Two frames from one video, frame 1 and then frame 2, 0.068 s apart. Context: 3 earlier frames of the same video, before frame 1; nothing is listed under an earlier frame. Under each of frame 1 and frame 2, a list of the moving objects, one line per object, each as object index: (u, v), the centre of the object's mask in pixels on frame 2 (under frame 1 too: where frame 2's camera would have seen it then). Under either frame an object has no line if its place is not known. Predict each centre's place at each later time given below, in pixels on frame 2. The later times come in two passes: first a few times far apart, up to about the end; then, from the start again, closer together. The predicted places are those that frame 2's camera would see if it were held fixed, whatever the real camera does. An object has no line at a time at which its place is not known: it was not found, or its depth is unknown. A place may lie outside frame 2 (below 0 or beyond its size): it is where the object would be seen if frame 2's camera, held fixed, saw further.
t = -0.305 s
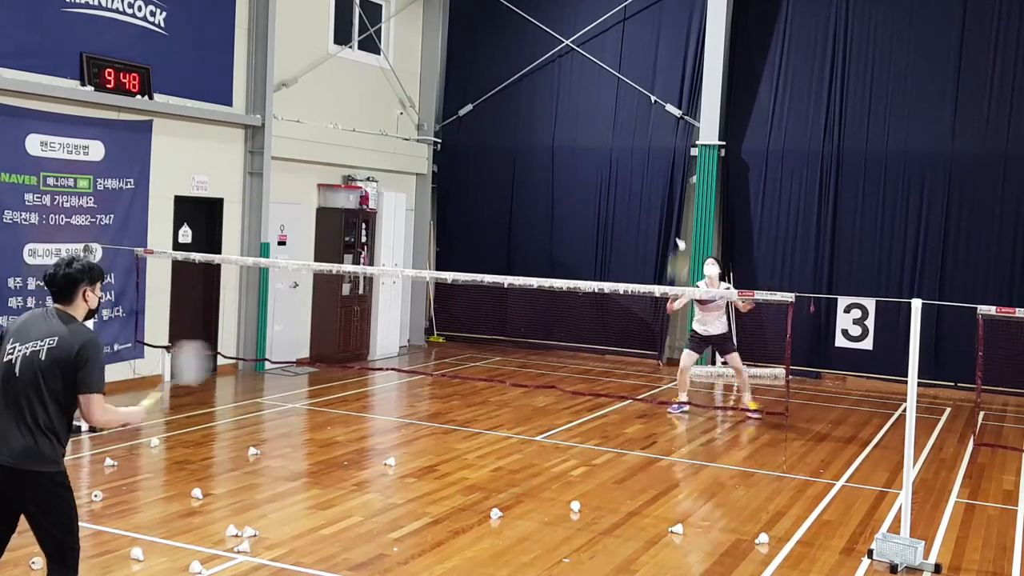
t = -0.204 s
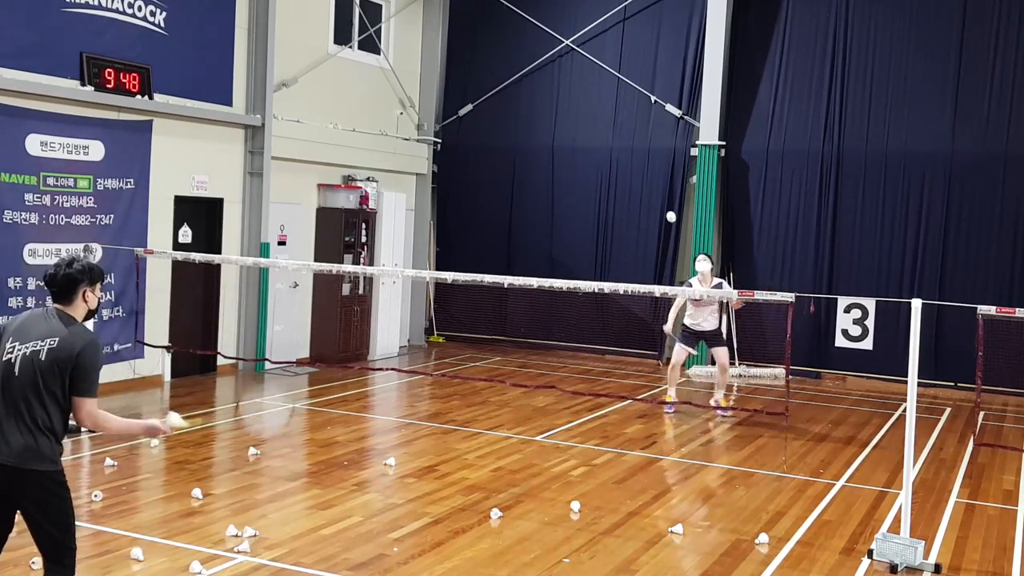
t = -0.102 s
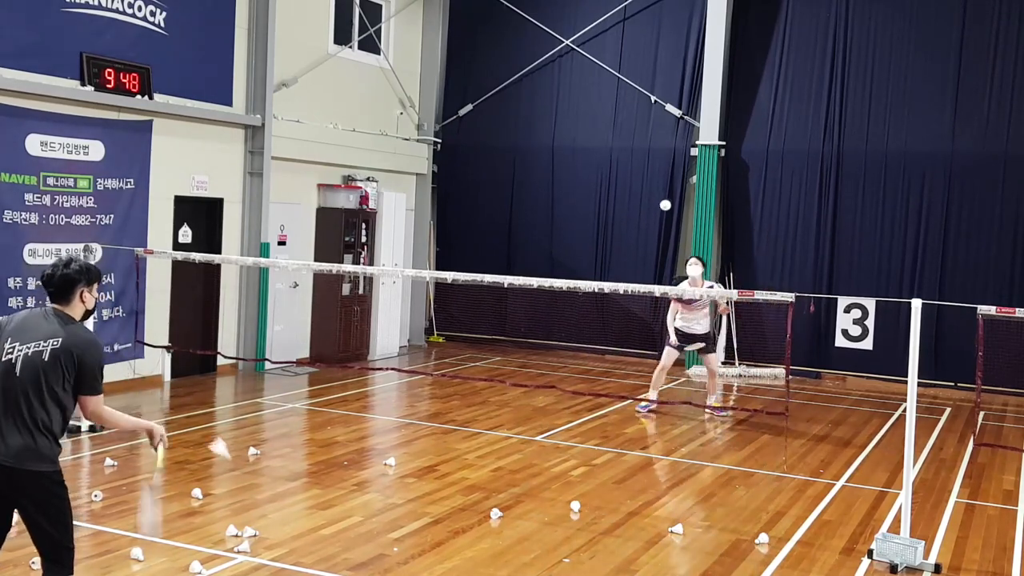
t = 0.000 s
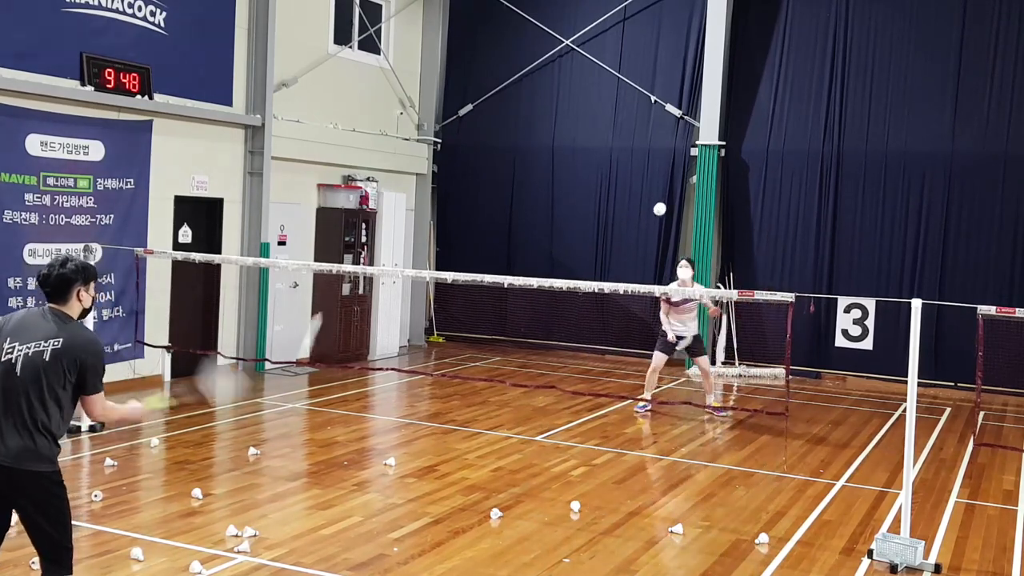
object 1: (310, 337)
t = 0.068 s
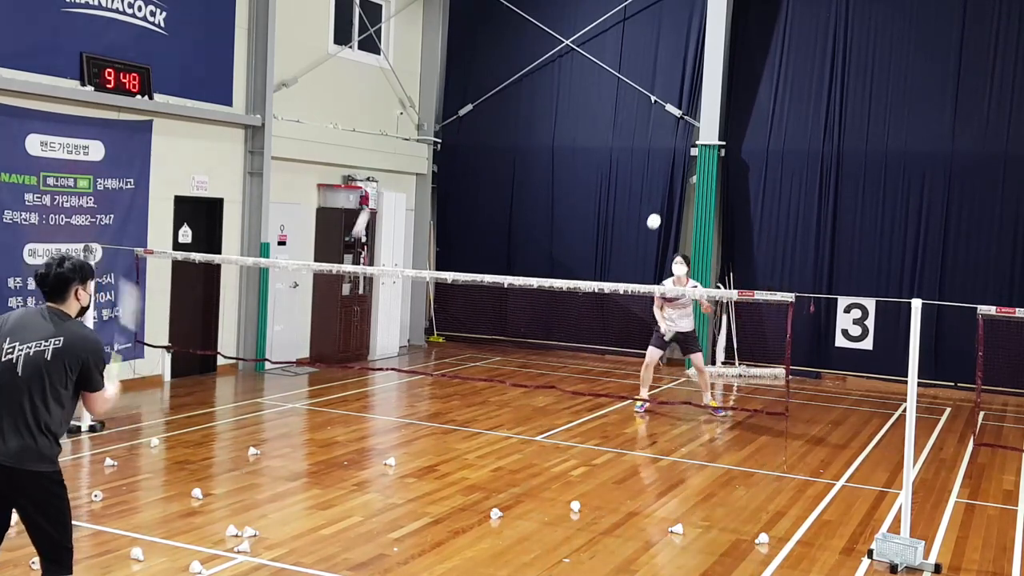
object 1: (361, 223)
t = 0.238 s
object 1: (425, 98)
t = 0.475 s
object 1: (466, 59)
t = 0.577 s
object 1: (477, 64)
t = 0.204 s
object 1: (416, 113)
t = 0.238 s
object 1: (425, 98)
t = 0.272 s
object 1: (433, 86)
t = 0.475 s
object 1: (466, 59)
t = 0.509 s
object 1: (469, 59)
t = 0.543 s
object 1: (473, 61)
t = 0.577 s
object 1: (477, 64)
